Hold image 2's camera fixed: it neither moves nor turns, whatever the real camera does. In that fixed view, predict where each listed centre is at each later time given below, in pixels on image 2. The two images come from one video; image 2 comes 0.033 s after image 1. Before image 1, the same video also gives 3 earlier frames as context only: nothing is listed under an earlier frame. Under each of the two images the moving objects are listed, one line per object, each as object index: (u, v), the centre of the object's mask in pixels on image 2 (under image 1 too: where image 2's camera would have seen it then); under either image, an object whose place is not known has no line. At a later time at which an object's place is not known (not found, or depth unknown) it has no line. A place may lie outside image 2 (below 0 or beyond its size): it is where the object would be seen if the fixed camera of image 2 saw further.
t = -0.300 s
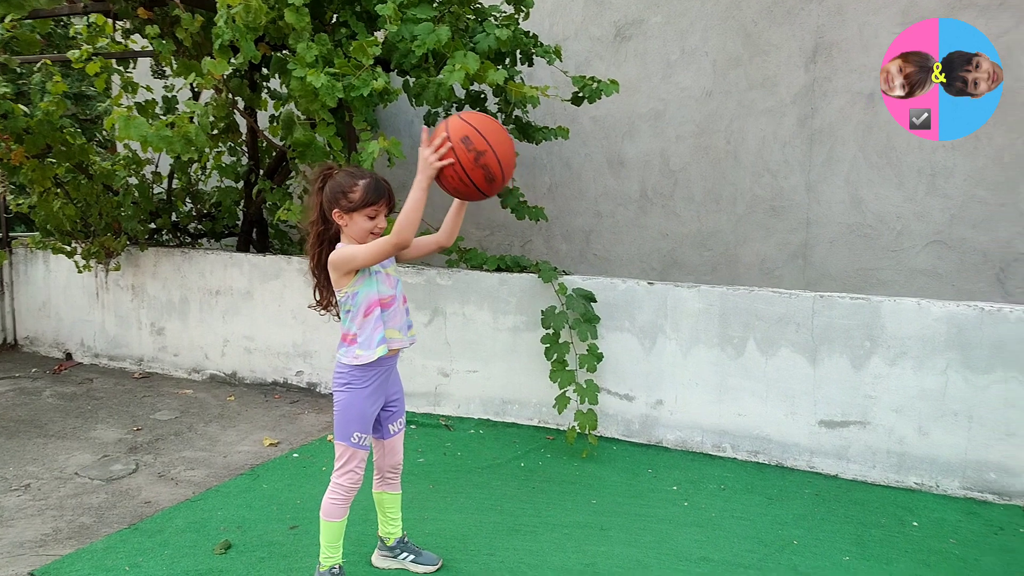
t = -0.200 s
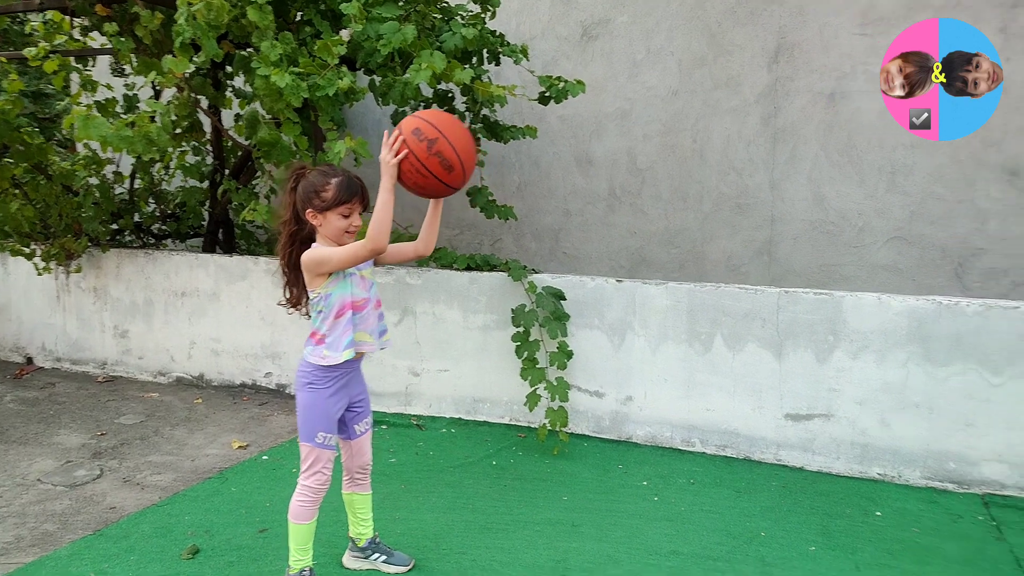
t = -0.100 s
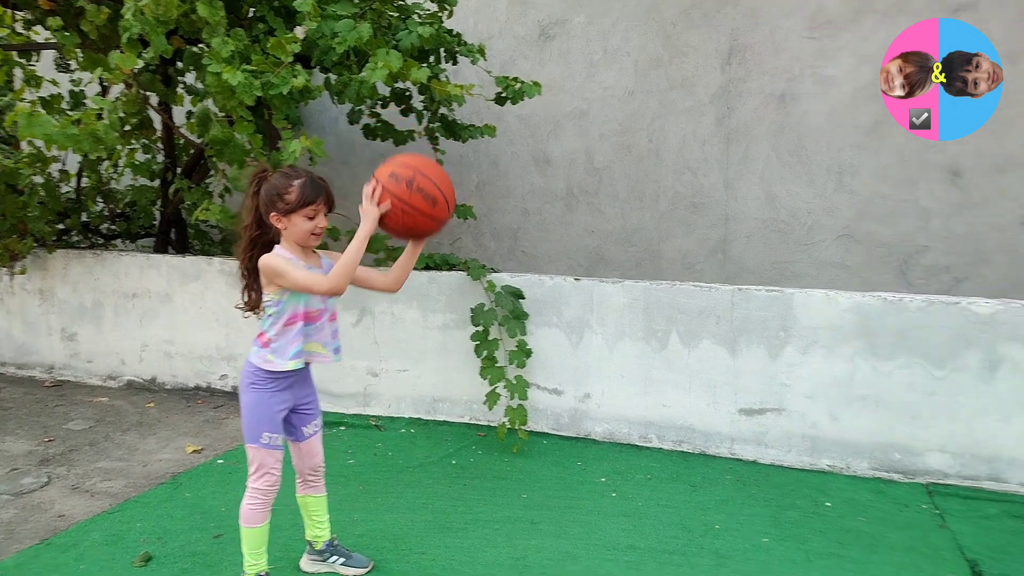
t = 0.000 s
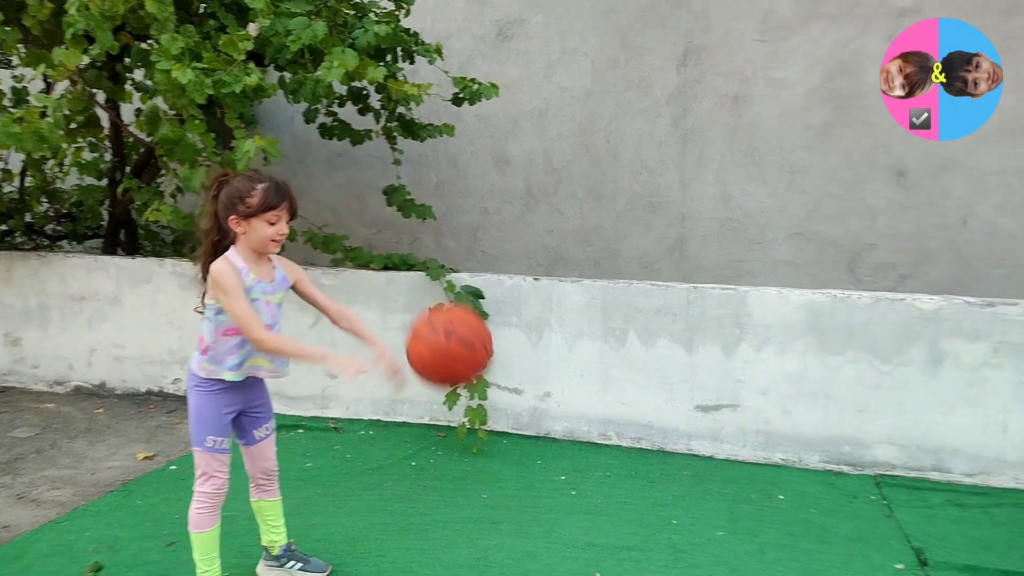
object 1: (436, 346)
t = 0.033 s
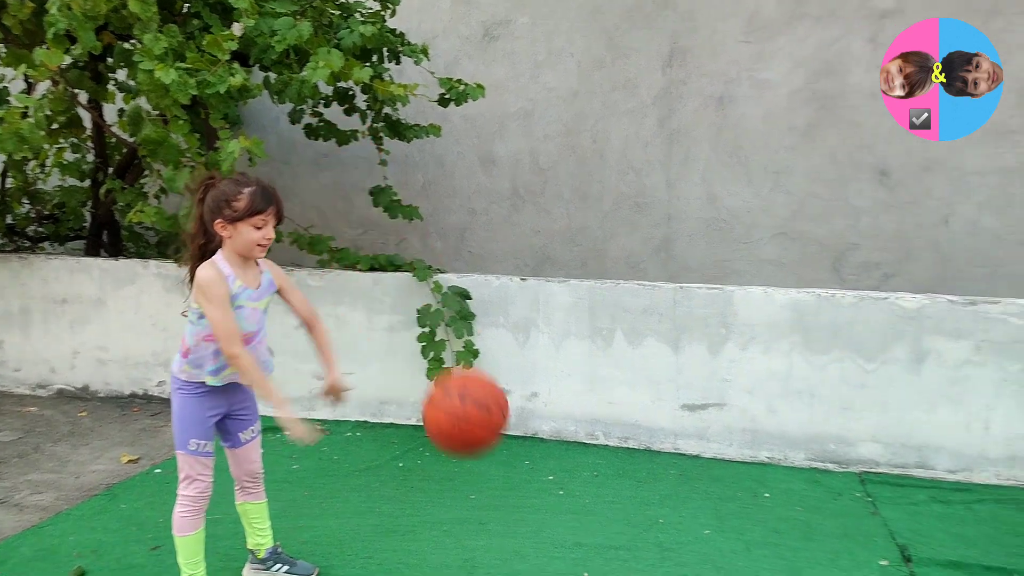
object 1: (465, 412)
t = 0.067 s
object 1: (493, 478)
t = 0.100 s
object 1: (522, 539)
